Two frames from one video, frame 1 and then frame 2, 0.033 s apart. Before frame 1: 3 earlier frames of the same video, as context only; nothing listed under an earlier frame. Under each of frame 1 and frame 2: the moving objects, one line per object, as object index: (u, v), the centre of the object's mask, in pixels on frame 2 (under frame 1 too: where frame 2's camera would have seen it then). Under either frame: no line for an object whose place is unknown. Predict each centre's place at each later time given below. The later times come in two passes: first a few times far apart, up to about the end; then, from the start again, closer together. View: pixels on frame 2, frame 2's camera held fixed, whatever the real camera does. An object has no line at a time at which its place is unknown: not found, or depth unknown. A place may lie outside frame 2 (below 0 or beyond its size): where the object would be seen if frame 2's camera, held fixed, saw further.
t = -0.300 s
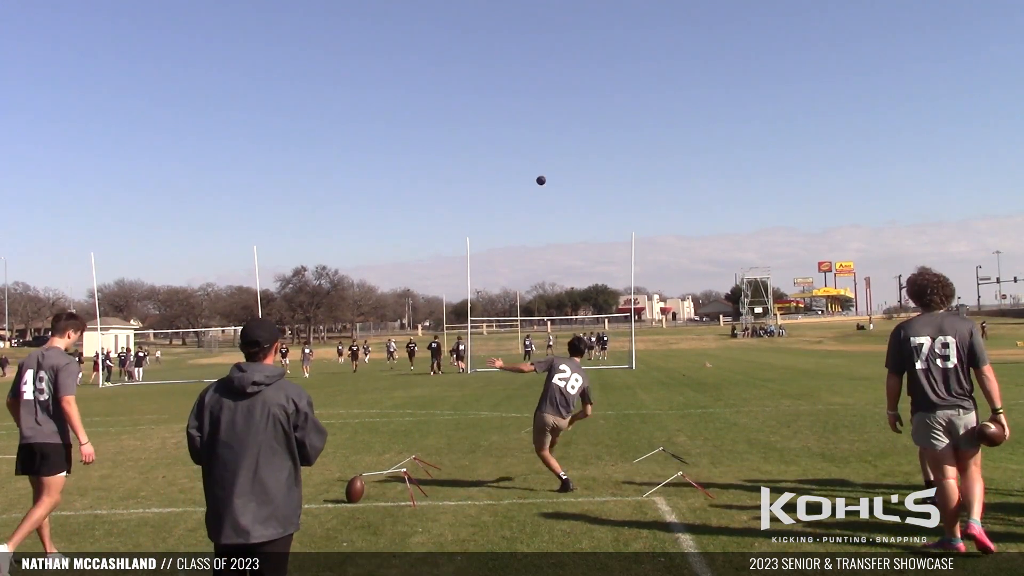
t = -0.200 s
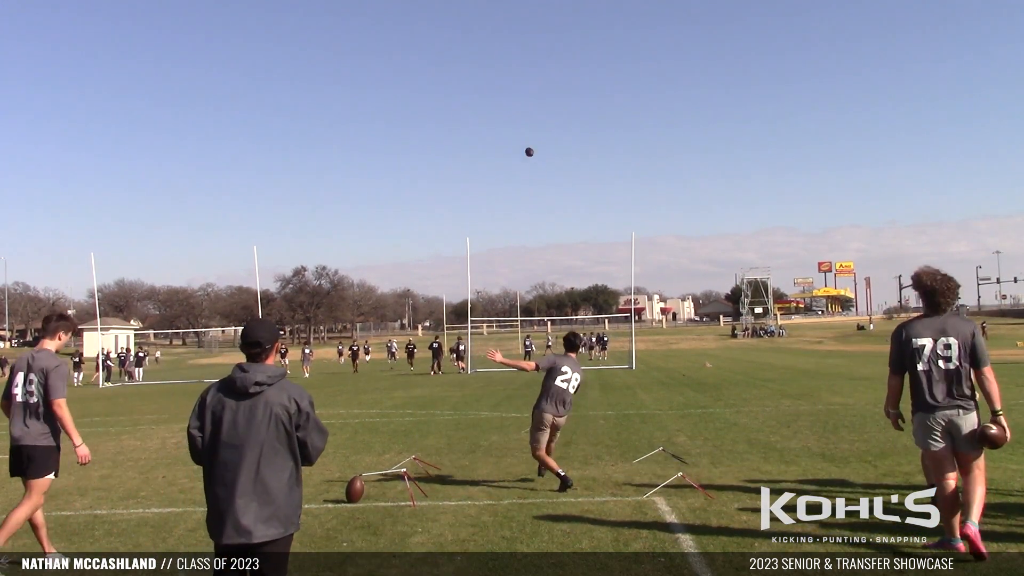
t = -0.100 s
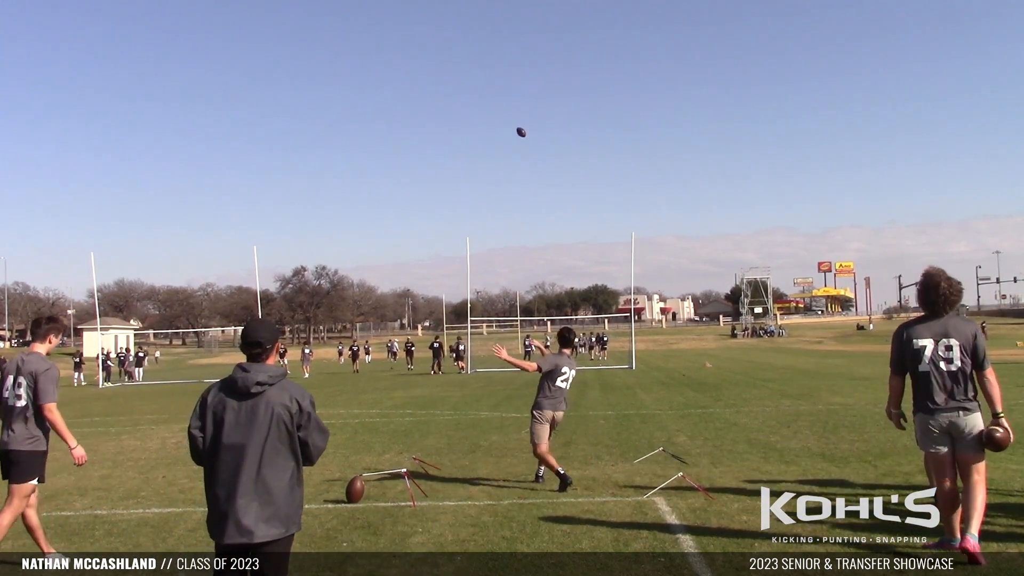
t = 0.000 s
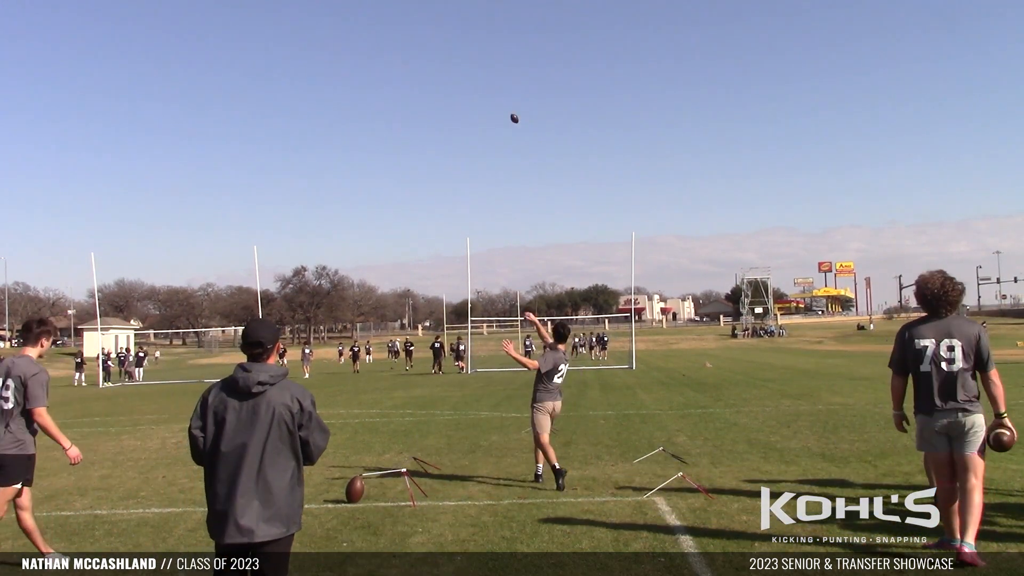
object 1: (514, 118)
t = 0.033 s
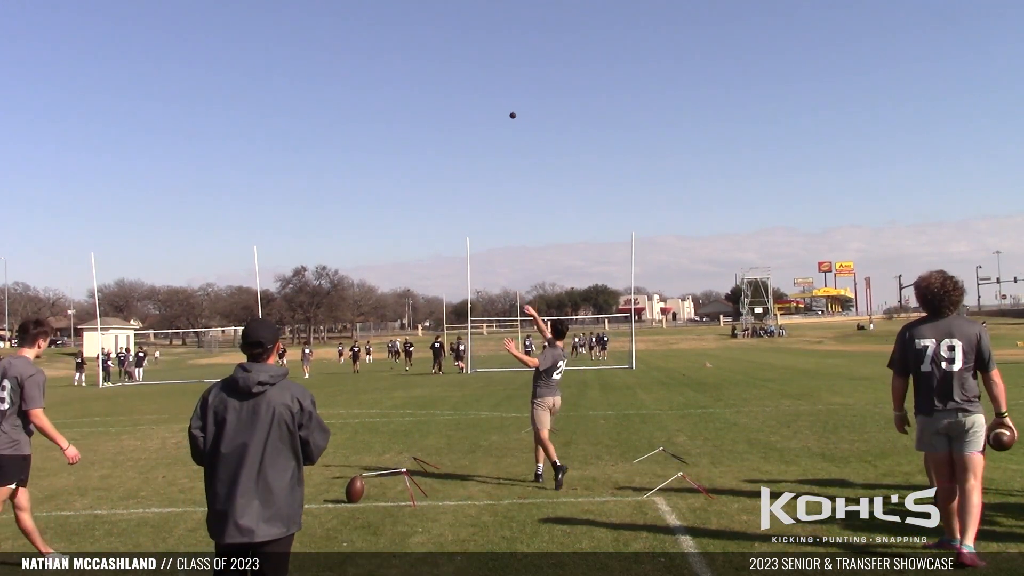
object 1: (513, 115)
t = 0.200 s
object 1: (505, 104)
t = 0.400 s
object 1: (499, 102)
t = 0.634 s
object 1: (496, 107)
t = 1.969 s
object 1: (472, 260)
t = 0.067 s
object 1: (511, 112)
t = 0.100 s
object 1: (509, 110)
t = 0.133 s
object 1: (507, 108)
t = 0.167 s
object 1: (506, 106)
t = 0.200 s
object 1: (505, 104)
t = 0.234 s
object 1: (504, 103)
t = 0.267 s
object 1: (503, 103)
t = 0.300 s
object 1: (502, 102)
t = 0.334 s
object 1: (501, 102)
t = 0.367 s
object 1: (500, 101)
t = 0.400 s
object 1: (499, 102)
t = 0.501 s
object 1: (498, 103)
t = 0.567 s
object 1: (497, 105)
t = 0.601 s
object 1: (496, 106)
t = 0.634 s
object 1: (496, 107)
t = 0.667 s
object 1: (495, 109)
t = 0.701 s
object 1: (495, 110)
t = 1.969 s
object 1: (472, 260)
